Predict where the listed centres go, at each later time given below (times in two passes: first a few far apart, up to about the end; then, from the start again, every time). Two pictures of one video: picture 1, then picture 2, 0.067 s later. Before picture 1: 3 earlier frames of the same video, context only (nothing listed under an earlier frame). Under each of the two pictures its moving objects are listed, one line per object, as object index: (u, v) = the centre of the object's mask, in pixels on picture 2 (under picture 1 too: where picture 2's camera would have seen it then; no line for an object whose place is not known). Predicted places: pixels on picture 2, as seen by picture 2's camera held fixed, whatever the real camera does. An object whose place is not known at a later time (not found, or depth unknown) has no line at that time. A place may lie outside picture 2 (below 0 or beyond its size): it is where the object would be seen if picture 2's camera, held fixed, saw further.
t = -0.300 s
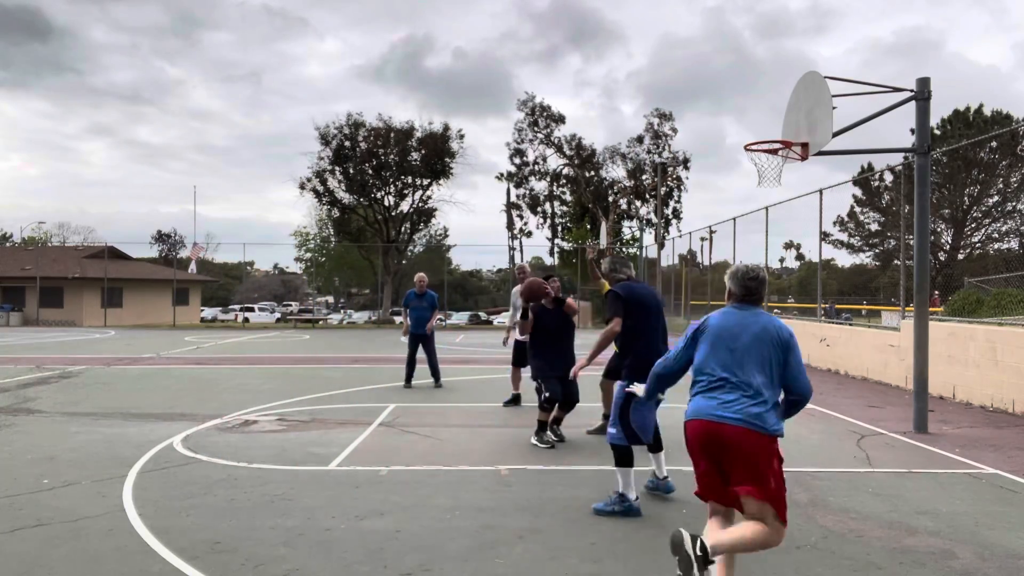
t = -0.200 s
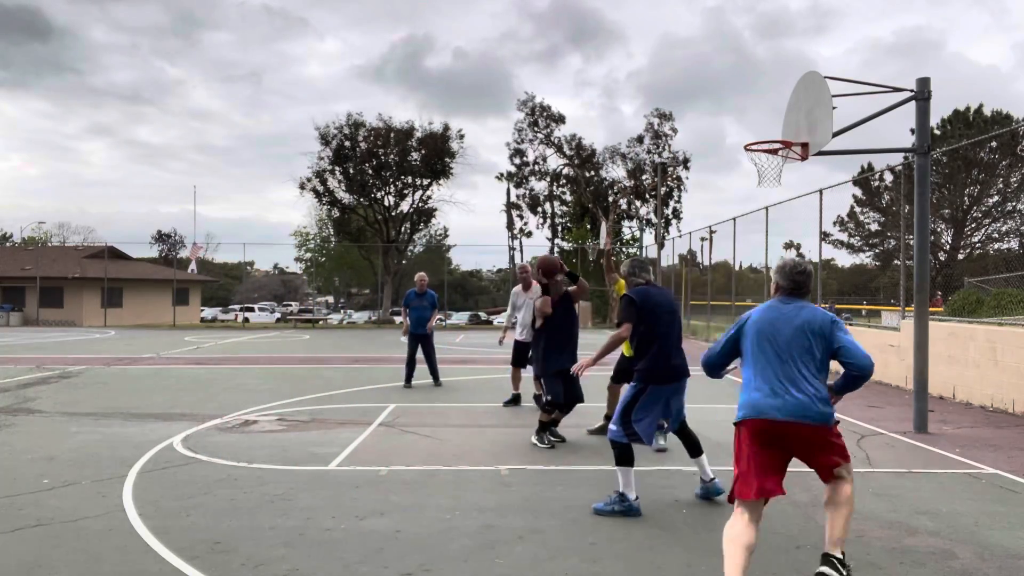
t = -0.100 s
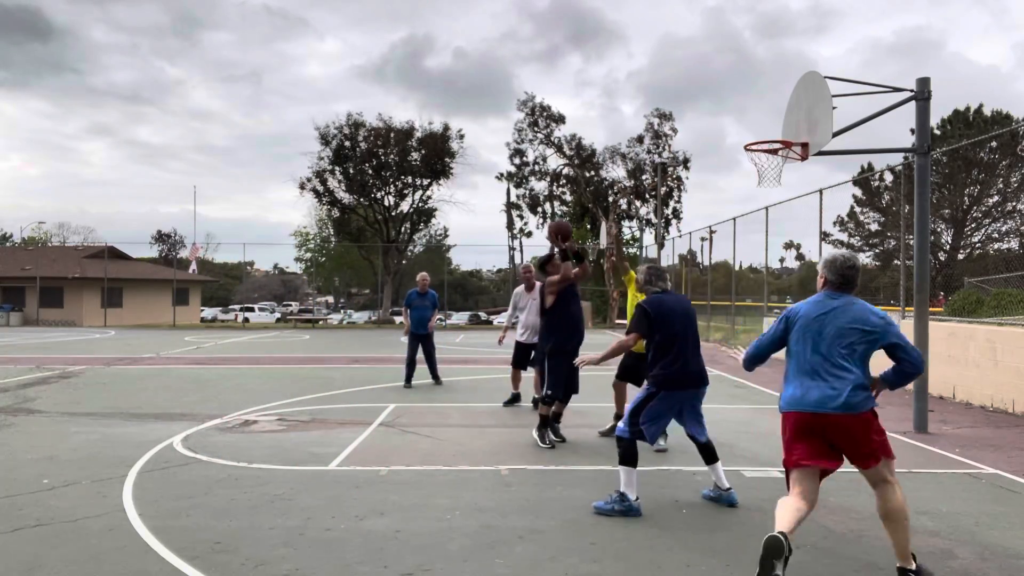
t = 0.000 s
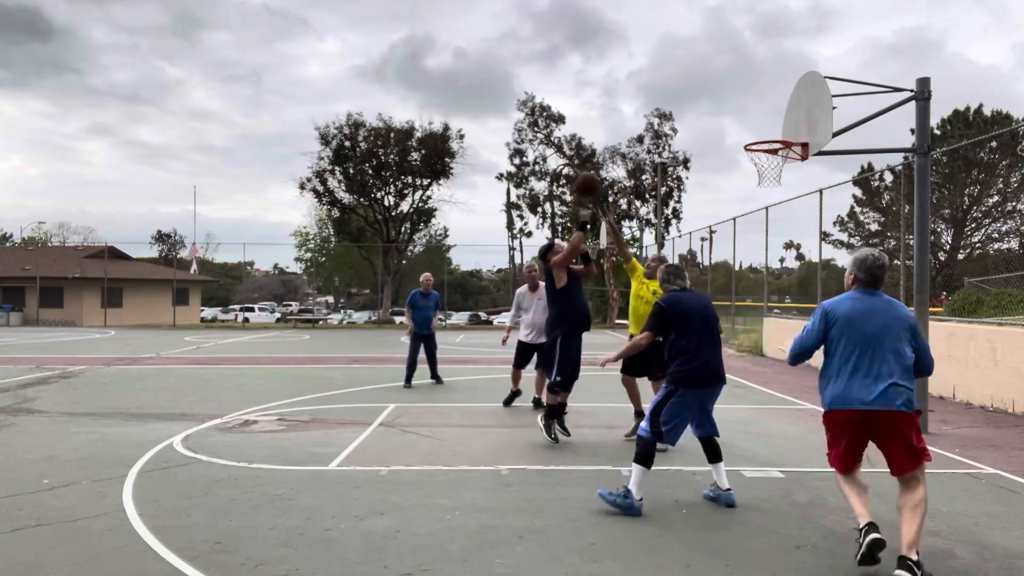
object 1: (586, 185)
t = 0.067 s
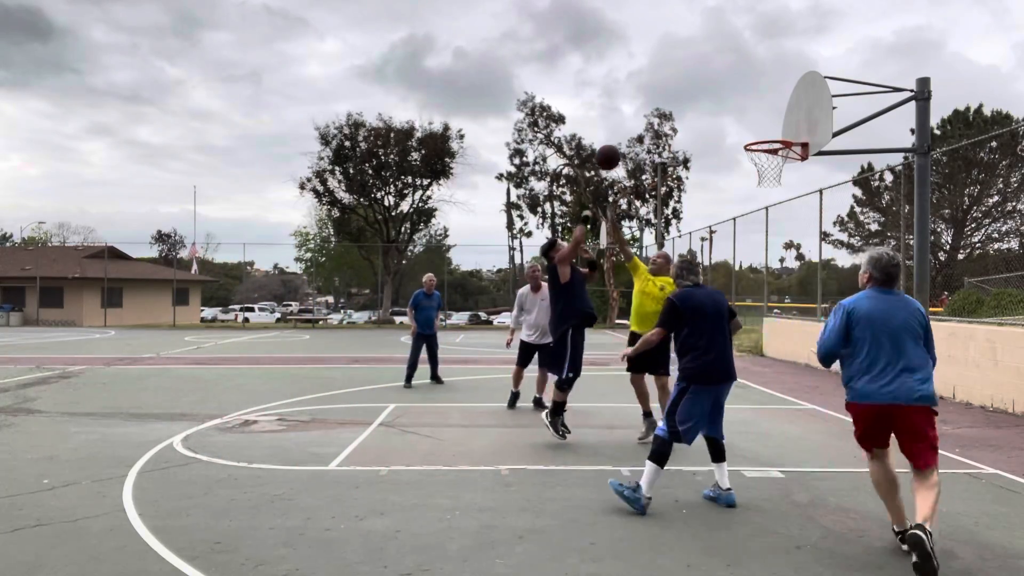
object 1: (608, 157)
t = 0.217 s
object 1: (653, 115)
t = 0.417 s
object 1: (708, 95)
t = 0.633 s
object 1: (765, 118)
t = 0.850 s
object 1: (819, 153)
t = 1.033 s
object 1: (868, 208)
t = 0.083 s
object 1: (613, 151)
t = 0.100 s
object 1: (618, 145)
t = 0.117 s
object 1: (623, 140)
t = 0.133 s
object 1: (628, 135)
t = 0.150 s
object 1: (633, 131)
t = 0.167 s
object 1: (638, 127)
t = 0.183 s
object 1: (643, 122)
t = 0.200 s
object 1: (648, 118)
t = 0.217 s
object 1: (653, 115)
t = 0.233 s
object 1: (657, 111)
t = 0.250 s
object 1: (662, 108)
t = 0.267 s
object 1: (667, 106)
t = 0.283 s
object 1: (671, 103)
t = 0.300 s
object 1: (676, 101)
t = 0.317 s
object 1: (681, 100)
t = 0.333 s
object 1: (685, 98)
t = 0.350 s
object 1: (690, 97)
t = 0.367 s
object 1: (695, 96)
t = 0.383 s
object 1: (699, 95)
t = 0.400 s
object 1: (704, 95)
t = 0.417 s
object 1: (708, 95)
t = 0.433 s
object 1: (713, 95)
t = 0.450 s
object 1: (717, 95)
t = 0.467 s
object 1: (722, 96)
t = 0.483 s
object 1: (726, 97)
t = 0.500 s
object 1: (731, 98)
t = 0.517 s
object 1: (735, 100)
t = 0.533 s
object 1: (739, 102)
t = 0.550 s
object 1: (744, 104)
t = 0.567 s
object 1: (748, 106)
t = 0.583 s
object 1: (752, 109)
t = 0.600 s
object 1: (757, 112)
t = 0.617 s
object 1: (761, 115)
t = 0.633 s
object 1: (765, 118)
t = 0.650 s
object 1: (769, 121)
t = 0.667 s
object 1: (774, 125)
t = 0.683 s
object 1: (778, 129)
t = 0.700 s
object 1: (782, 134)
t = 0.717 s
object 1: (785, 135)
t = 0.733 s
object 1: (790, 136)
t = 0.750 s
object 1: (794, 138)
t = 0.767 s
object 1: (798, 140)
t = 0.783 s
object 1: (802, 142)
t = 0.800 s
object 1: (806, 144)
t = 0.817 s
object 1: (810, 147)
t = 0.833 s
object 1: (814, 150)
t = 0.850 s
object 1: (819, 153)
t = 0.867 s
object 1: (824, 156)
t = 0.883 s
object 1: (828, 160)
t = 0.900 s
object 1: (832, 164)
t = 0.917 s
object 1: (837, 168)
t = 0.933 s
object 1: (841, 173)
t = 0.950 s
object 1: (846, 178)
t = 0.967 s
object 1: (850, 184)
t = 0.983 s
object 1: (855, 189)
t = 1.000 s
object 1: (859, 195)
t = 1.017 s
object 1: (864, 201)
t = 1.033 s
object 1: (868, 208)
